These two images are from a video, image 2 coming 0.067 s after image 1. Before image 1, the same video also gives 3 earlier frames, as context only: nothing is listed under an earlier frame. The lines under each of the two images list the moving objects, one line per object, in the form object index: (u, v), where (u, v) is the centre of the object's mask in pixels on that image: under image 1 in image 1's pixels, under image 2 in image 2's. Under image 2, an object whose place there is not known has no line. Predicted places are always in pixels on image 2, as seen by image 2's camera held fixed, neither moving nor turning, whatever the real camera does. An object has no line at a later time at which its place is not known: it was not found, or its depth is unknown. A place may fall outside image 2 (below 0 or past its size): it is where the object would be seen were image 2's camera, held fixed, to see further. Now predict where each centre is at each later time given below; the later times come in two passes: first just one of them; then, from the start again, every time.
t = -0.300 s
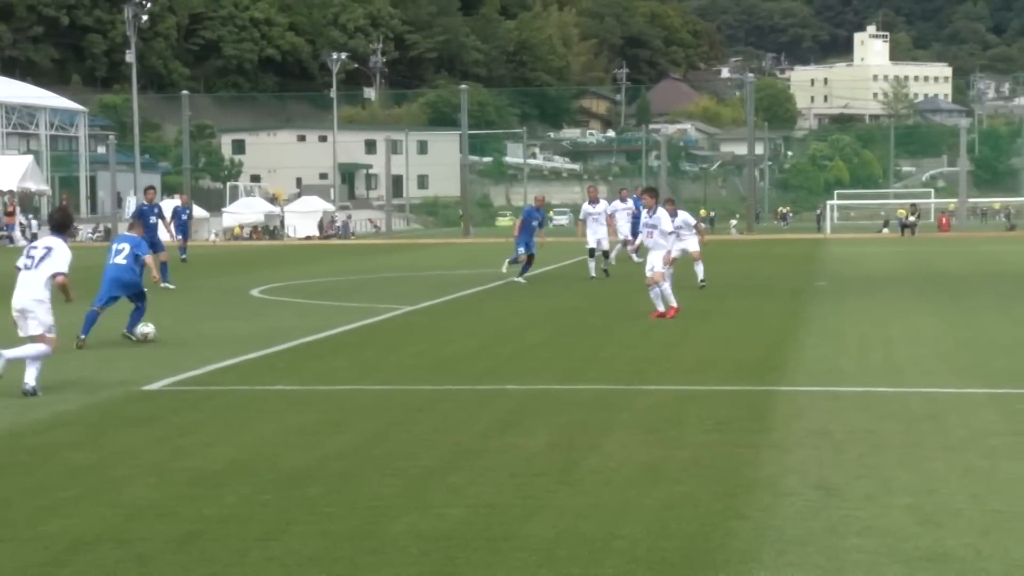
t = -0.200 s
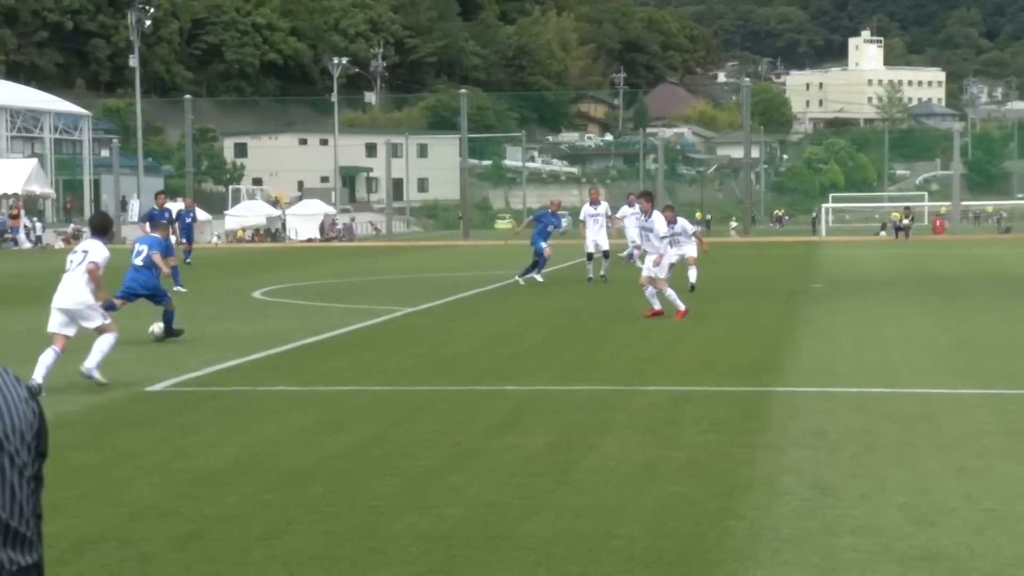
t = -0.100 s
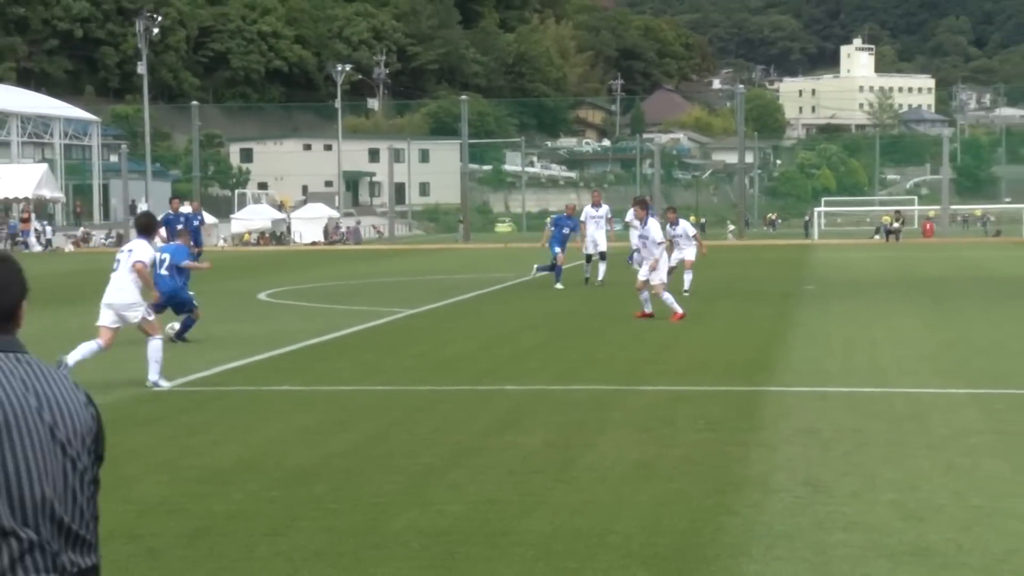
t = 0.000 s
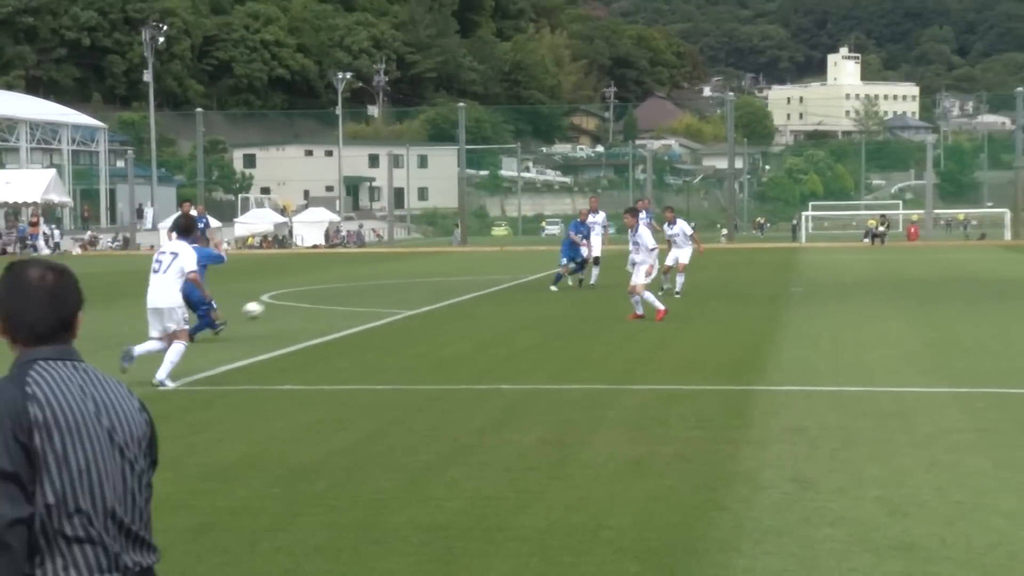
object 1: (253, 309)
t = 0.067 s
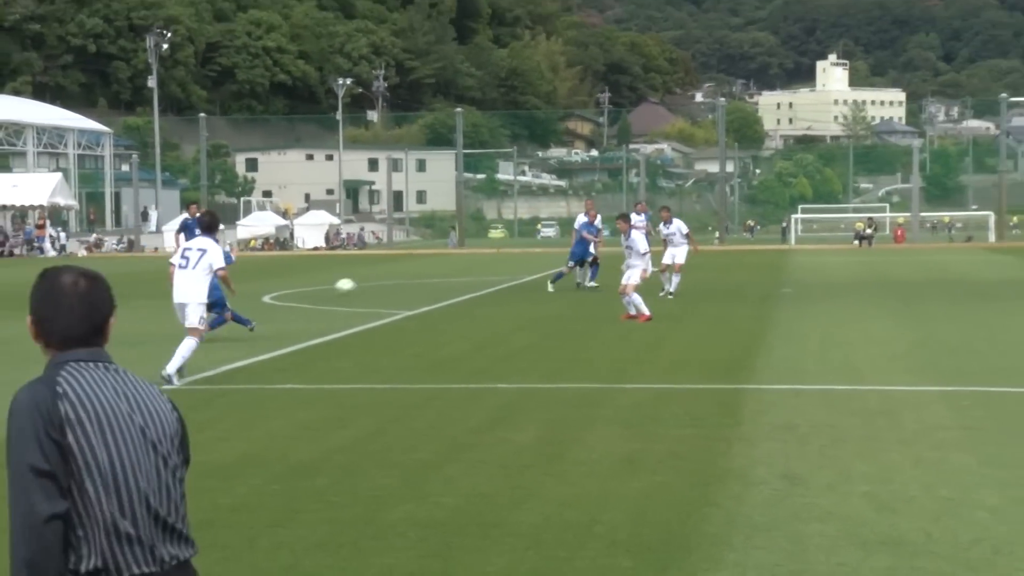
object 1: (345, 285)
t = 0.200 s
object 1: (505, 253)
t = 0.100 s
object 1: (390, 275)
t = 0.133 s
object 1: (431, 268)
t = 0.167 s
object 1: (468, 259)
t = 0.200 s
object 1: (505, 253)
